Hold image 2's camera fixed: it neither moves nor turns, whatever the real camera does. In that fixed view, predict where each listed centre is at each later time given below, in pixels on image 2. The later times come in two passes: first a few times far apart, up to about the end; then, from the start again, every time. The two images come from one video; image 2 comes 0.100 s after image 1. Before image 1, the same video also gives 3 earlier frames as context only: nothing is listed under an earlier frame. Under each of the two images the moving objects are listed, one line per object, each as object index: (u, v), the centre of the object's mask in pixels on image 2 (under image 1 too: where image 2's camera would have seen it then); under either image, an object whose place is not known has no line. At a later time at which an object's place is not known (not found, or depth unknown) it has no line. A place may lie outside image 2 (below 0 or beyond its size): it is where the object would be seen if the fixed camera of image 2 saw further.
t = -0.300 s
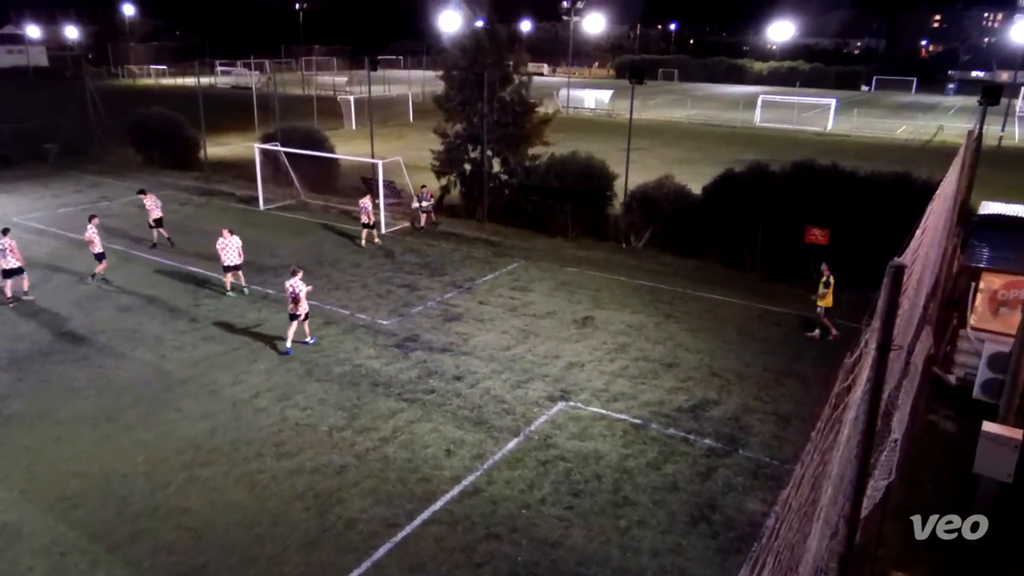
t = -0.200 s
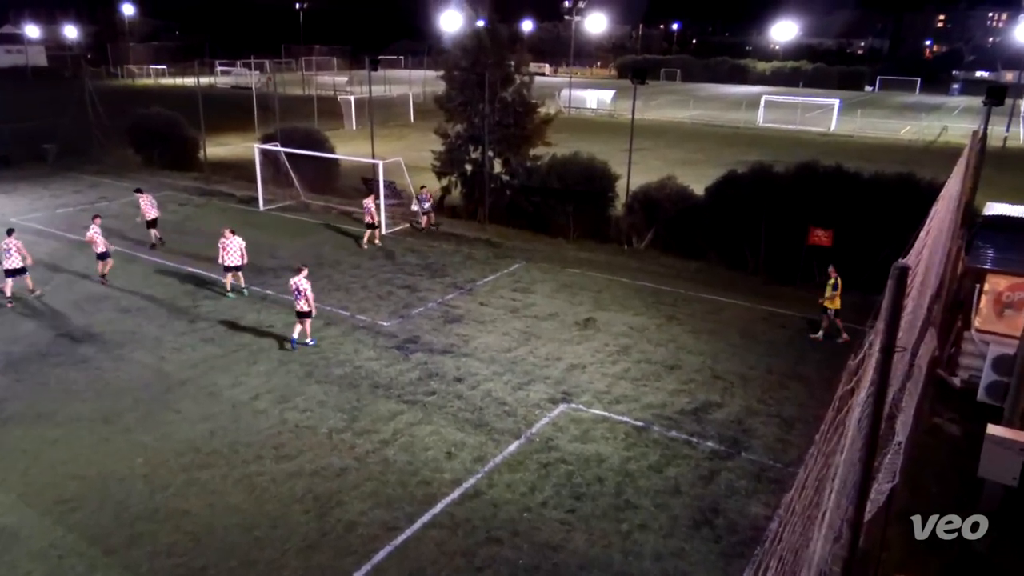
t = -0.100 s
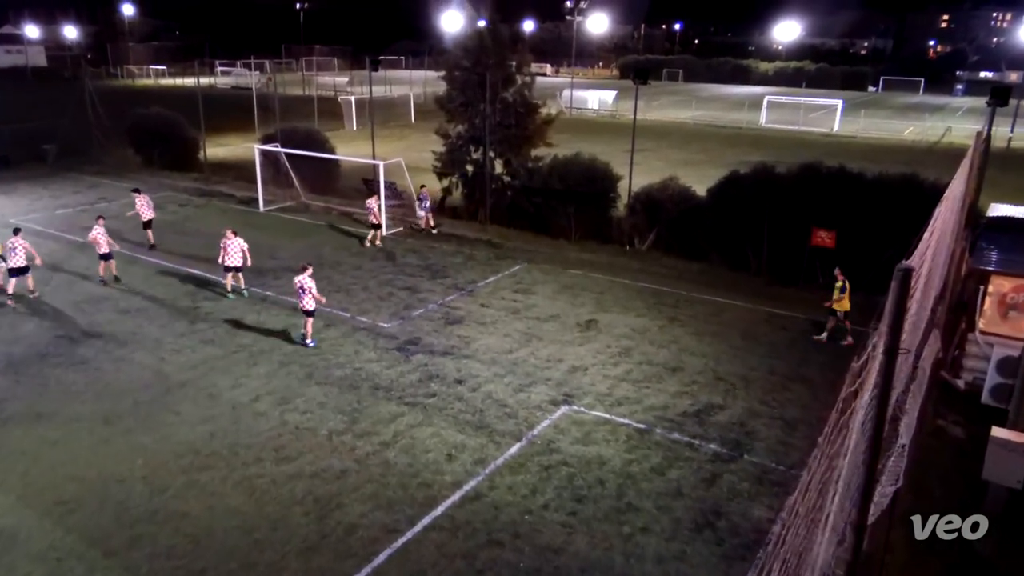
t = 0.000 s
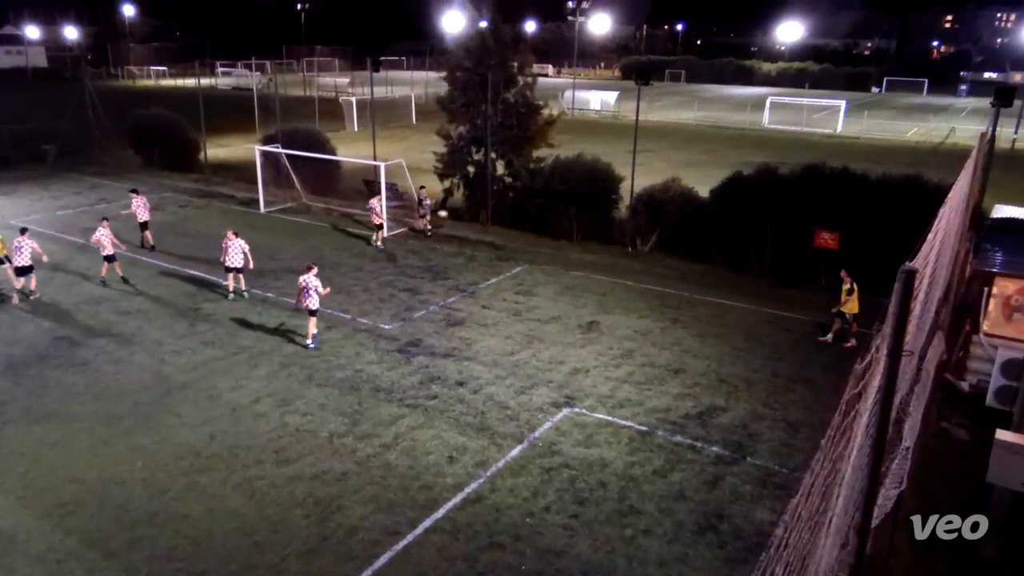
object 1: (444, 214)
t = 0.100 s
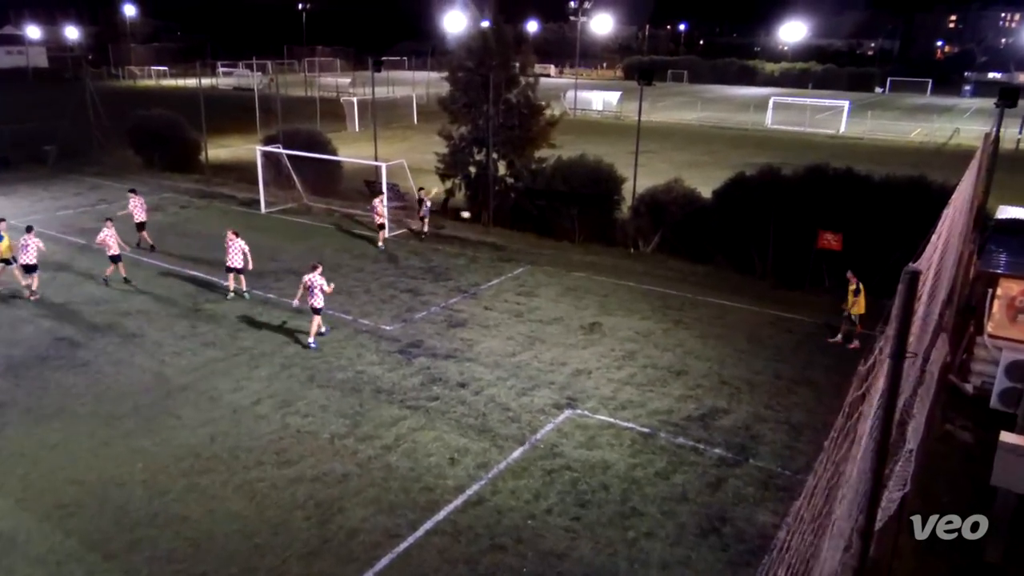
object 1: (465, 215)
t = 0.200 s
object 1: (487, 218)
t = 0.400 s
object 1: (534, 237)
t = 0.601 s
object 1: (584, 273)
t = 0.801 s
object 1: (628, 274)
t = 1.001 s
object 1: (670, 283)
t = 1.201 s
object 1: (713, 305)
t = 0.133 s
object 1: (472, 215)
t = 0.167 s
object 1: (480, 217)
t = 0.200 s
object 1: (487, 218)
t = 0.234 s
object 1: (495, 221)
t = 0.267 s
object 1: (503, 223)
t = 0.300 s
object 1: (510, 226)
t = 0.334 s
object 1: (518, 229)
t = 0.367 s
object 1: (526, 233)
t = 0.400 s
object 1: (534, 237)
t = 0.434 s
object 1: (543, 242)
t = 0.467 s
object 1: (551, 247)
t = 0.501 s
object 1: (559, 253)
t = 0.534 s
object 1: (568, 259)
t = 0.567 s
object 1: (576, 266)
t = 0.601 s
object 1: (584, 273)
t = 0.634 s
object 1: (593, 279)
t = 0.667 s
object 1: (600, 278)
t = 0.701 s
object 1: (607, 276)
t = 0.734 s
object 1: (613, 275)
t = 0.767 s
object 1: (621, 274)
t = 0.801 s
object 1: (628, 274)
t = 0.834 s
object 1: (634, 274)
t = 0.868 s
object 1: (642, 275)
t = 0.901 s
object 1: (649, 276)
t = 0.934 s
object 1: (656, 278)
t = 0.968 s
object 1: (663, 280)
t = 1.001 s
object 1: (670, 283)
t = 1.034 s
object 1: (677, 286)
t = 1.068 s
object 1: (684, 289)
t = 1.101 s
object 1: (691, 293)
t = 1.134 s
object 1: (699, 298)
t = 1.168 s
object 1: (705, 302)
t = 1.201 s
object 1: (713, 305)
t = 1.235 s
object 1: (720, 304)
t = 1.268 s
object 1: (728, 305)
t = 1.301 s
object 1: (736, 305)
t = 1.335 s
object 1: (744, 307)
